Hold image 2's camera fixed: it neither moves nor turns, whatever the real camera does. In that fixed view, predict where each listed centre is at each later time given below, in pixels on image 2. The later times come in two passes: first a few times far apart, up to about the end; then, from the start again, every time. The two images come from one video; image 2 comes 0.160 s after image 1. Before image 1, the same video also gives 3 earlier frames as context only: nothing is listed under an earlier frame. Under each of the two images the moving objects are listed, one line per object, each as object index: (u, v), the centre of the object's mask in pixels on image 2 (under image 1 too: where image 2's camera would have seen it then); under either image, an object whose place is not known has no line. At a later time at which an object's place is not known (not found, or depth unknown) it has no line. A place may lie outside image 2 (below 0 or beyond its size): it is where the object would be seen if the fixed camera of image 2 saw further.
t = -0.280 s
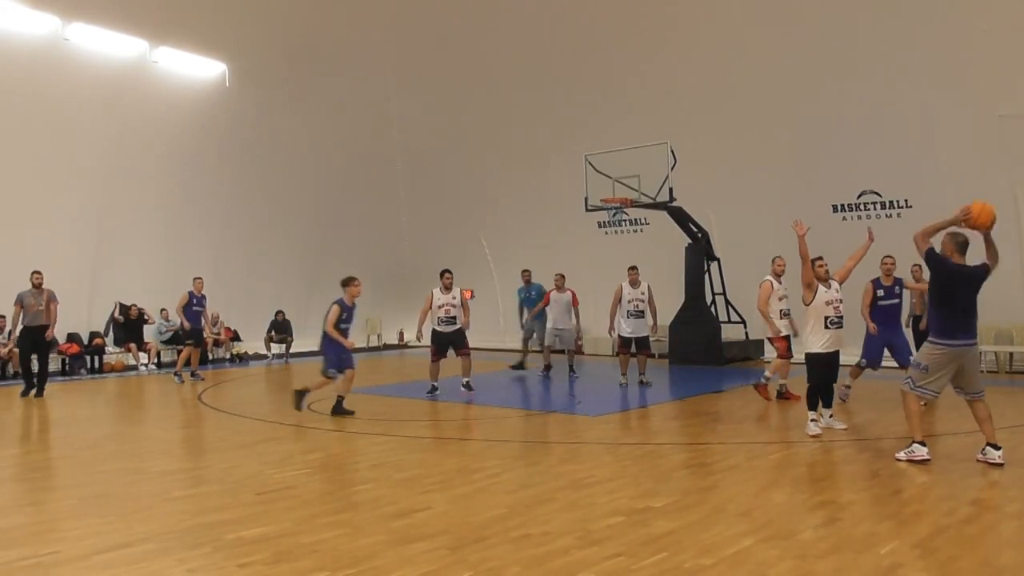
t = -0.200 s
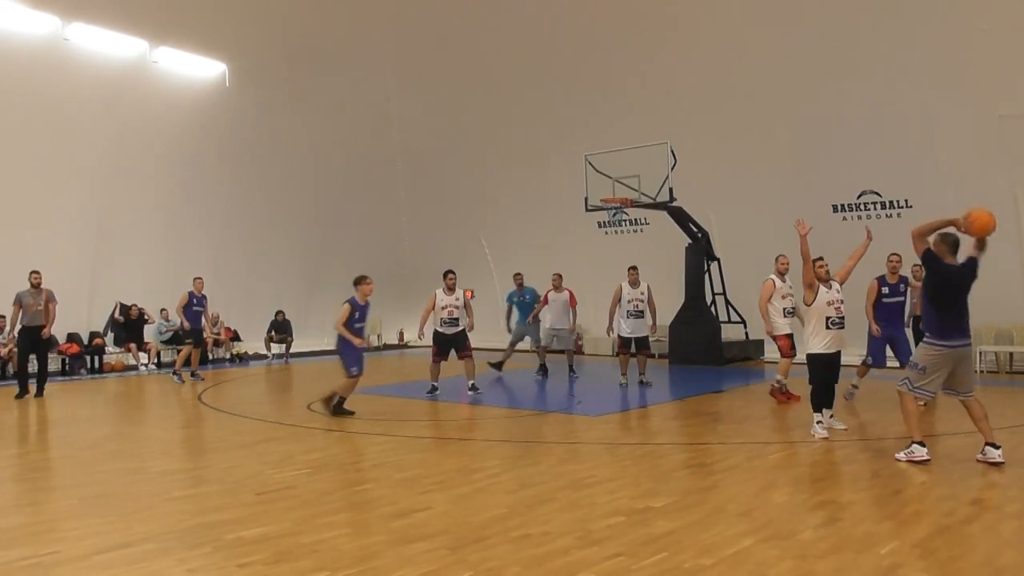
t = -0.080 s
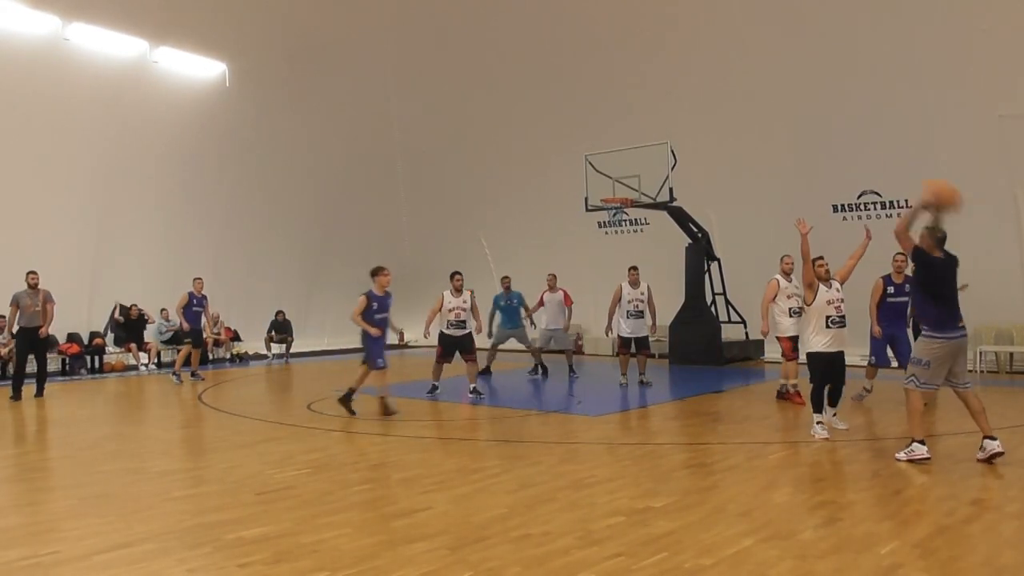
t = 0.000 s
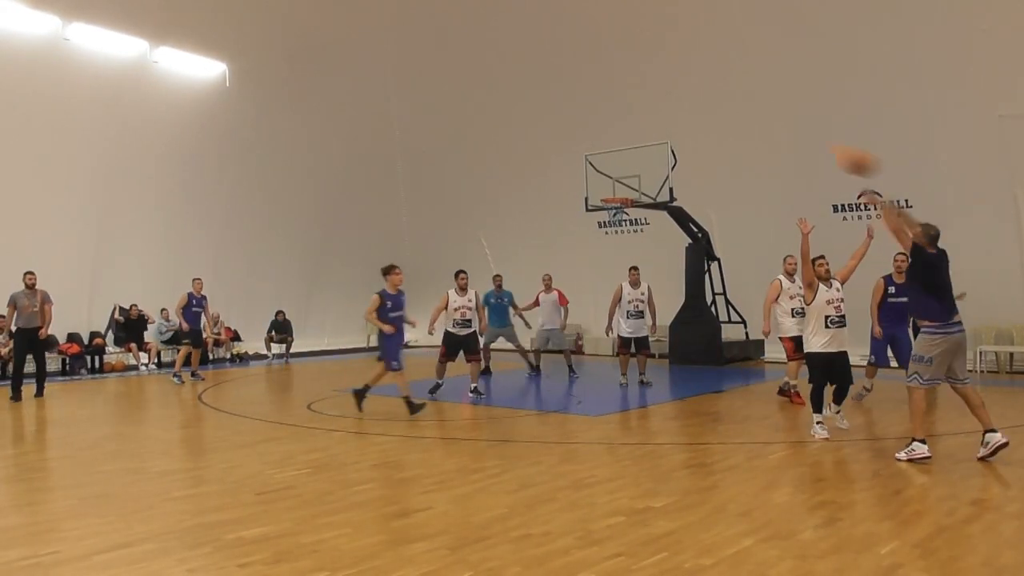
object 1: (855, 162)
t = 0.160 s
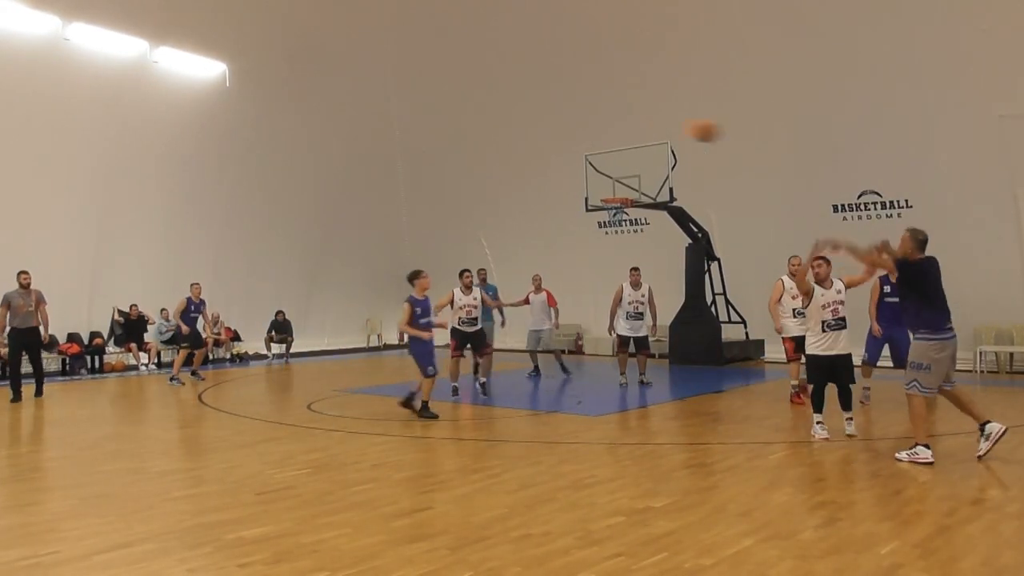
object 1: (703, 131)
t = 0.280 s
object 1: (615, 129)
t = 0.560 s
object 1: (468, 164)
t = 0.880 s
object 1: (356, 247)
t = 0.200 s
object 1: (671, 129)
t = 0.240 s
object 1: (642, 128)
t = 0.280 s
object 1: (615, 129)
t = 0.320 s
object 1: (591, 130)
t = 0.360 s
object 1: (567, 135)
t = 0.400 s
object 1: (545, 139)
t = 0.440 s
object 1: (524, 144)
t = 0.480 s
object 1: (504, 150)
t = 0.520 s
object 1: (485, 157)
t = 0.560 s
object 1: (468, 164)
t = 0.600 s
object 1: (451, 172)
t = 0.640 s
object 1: (435, 182)
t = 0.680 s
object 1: (420, 192)
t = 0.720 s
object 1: (406, 201)
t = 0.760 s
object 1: (393, 212)
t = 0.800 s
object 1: (380, 224)
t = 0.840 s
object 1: (368, 235)
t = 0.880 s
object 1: (356, 247)
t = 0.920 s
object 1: (345, 260)
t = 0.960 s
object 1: (335, 273)
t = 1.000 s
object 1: (325, 285)
